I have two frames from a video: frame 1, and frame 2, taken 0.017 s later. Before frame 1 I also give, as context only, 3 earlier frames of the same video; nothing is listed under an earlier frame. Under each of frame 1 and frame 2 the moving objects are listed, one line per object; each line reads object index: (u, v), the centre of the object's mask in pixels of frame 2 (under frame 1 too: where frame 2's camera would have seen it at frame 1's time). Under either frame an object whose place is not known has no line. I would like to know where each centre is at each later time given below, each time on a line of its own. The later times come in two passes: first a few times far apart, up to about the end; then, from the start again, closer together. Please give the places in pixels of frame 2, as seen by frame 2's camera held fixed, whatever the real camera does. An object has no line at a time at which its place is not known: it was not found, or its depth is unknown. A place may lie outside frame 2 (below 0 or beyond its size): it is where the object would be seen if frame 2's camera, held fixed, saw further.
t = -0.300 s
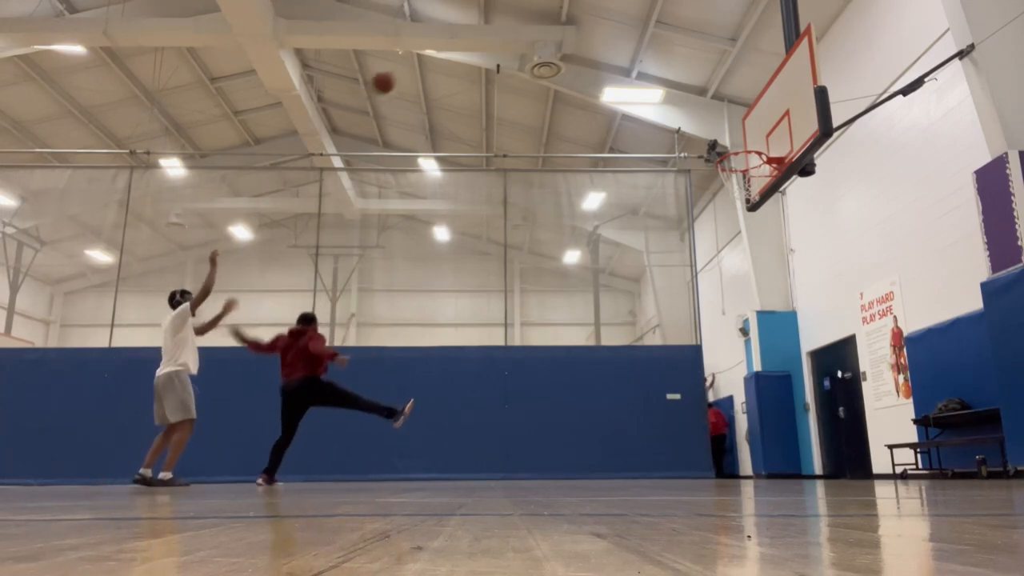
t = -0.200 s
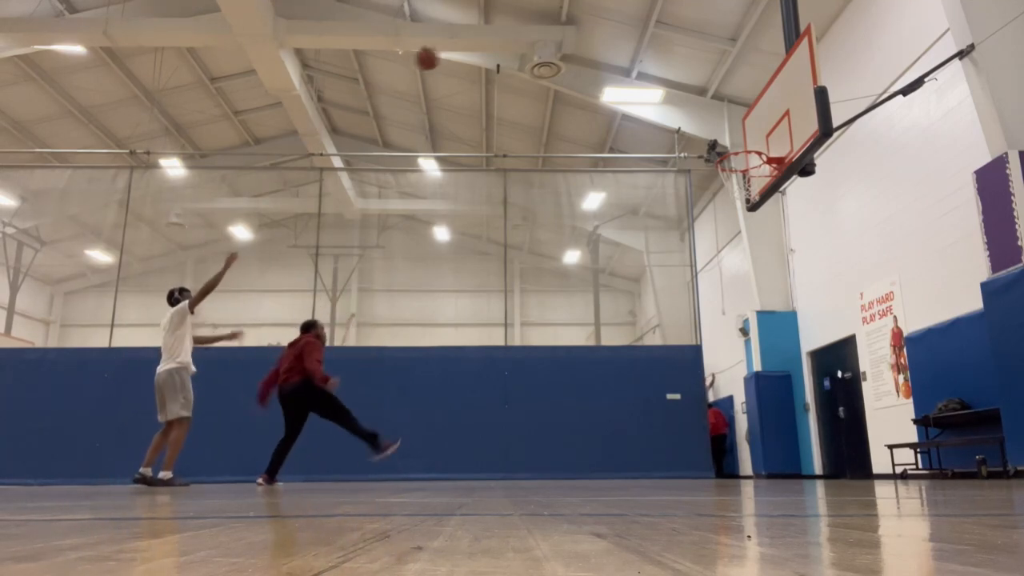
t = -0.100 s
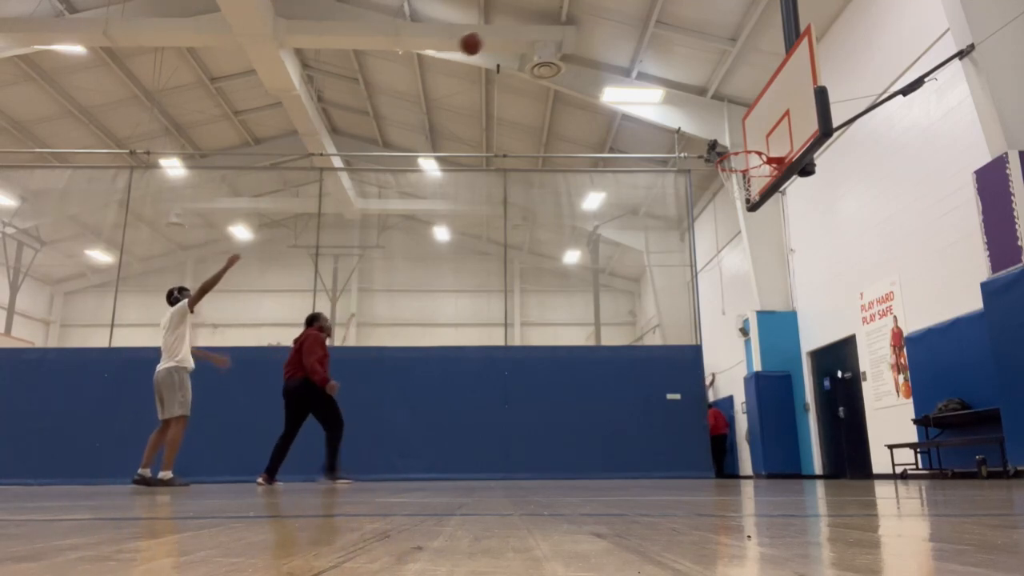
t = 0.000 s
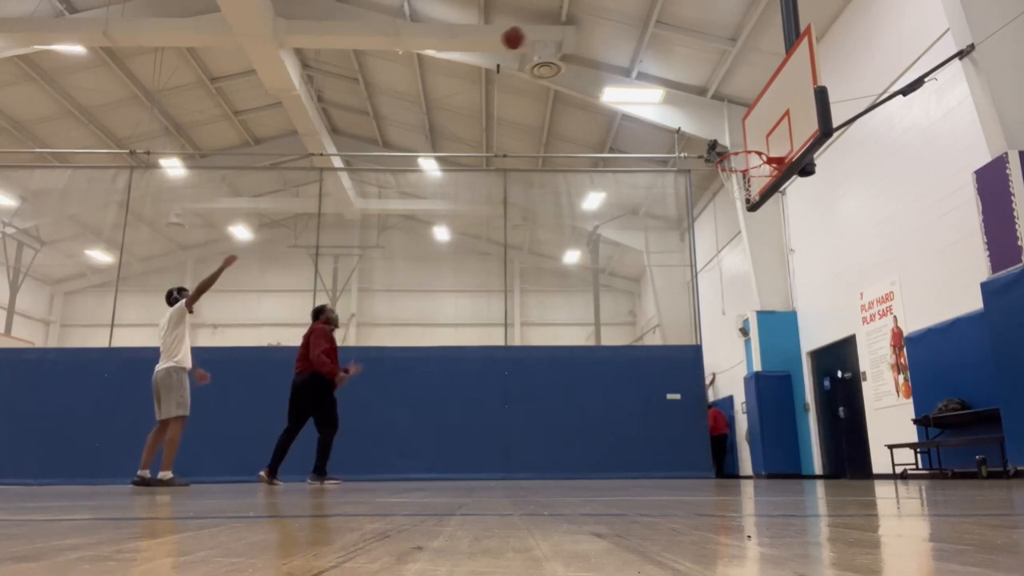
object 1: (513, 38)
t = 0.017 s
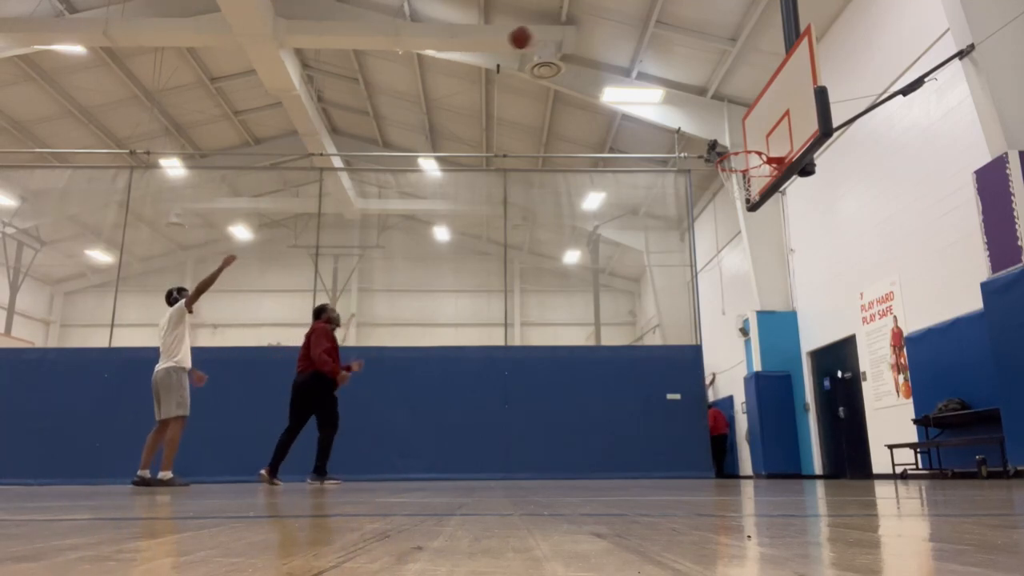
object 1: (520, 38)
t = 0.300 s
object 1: (640, 69)
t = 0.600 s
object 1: (737, 157)
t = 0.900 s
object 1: (742, 127)
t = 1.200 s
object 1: (691, 190)
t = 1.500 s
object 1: (646, 334)
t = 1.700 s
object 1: (619, 463)
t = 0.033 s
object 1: (527, 38)
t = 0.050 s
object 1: (534, 38)
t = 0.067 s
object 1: (541, 39)
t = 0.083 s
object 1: (548, 40)
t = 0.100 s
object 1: (555, 40)
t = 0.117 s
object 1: (562, 42)
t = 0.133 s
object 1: (569, 43)
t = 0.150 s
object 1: (576, 44)
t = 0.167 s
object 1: (583, 46)
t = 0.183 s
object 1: (591, 48)
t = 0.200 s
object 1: (598, 50)
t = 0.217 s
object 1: (605, 53)
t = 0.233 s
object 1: (611, 55)
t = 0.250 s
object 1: (618, 59)
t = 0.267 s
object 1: (627, 63)
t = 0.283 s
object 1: (633, 65)
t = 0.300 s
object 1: (640, 69)
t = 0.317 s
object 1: (647, 73)
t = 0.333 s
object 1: (655, 76)
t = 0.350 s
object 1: (663, 80)
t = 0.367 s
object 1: (670, 86)
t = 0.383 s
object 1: (676, 91)
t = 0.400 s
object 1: (683, 97)
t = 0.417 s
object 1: (690, 102)
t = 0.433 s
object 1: (698, 107)
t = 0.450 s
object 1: (705, 113)
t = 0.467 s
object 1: (713, 119)
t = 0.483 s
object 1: (720, 125)
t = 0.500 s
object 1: (728, 132)
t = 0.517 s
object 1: (736, 139)
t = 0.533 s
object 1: (743, 145)
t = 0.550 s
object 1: (751, 154)
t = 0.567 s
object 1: (753, 158)
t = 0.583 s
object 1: (745, 158)
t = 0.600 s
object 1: (737, 157)
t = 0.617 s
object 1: (728, 157)
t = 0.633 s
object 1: (730, 151)
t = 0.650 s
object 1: (733, 147)
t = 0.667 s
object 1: (736, 143)
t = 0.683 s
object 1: (739, 140)
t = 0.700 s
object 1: (742, 137)
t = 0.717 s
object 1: (744, 134)
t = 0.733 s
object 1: (747, 131)
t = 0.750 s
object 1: (750, 129)
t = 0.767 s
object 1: (753, 127)
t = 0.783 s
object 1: (755, 125)
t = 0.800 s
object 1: (759, 123)
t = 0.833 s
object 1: (754, 123)
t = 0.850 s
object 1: (752, 124)
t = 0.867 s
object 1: (748, 124)
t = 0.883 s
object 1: (745, 126)
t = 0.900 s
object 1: (742, 127)
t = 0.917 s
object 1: (739, 128)
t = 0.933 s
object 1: (736, 130)
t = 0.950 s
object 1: (733, 132)
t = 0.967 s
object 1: (731, 134)
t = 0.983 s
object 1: (727, 137)
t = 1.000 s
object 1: (724, 140)
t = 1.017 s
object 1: (721, 143)
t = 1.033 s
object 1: (718, 146)
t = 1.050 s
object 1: (716, 149)
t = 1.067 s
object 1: (714, 152)
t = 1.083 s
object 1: (710, 155)
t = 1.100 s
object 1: (707, 161)
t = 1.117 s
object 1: (705, 165)
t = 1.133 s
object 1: (702, 169)
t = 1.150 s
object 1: (699, 174)
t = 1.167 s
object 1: (697, 180)
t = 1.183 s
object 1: (694, 185)
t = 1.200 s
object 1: (691, 190)
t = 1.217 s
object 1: (688, 197)
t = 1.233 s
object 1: (685, 203)
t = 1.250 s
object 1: (683, 209)
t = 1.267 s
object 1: (680, 216)
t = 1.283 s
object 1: (677, 222)
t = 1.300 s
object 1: (675, 229)
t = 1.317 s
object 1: (672, 237)
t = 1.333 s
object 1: (670, 244)
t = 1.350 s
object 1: (667, 252)
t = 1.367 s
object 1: (665, 260)
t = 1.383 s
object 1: (663, 268)
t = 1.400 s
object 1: (660, 277)
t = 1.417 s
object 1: (658, 286)
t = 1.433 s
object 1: (656, 295)
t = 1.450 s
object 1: (653, 305)
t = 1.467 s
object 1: (651, 314)
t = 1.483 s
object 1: (648, 324)
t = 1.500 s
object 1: (646, 334)
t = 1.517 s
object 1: (644, 345)
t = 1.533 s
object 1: (641, 356)
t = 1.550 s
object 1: (639, 366)
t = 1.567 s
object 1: (637, 378)
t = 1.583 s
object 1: (635, 389)
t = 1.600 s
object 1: (633, 402)
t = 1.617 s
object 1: (631, 415)
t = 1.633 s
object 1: (628, 428)
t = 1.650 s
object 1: (626, 440)
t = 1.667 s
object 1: (624, 454)
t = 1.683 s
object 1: (621, 467)
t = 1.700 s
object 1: (619, 463)
